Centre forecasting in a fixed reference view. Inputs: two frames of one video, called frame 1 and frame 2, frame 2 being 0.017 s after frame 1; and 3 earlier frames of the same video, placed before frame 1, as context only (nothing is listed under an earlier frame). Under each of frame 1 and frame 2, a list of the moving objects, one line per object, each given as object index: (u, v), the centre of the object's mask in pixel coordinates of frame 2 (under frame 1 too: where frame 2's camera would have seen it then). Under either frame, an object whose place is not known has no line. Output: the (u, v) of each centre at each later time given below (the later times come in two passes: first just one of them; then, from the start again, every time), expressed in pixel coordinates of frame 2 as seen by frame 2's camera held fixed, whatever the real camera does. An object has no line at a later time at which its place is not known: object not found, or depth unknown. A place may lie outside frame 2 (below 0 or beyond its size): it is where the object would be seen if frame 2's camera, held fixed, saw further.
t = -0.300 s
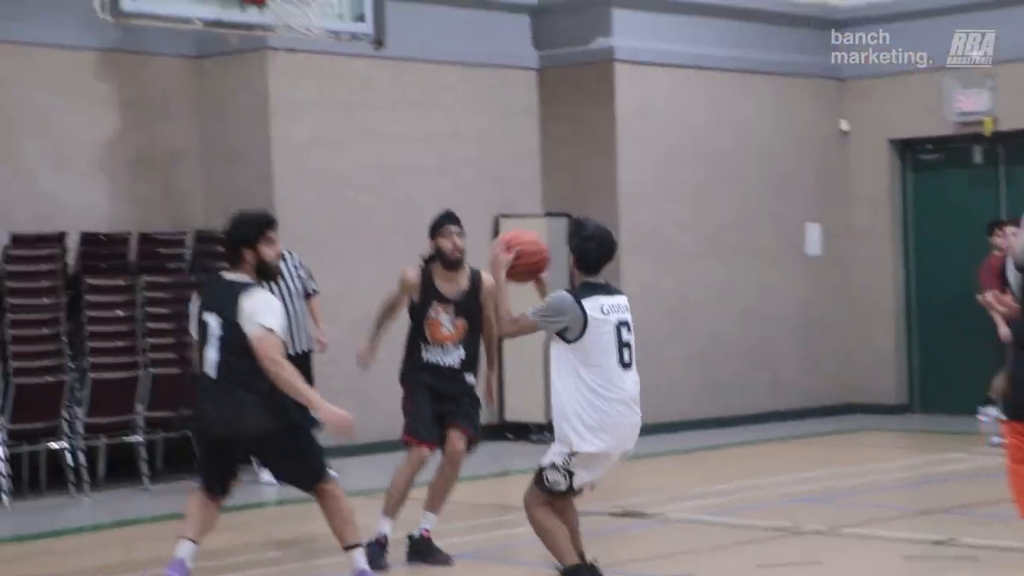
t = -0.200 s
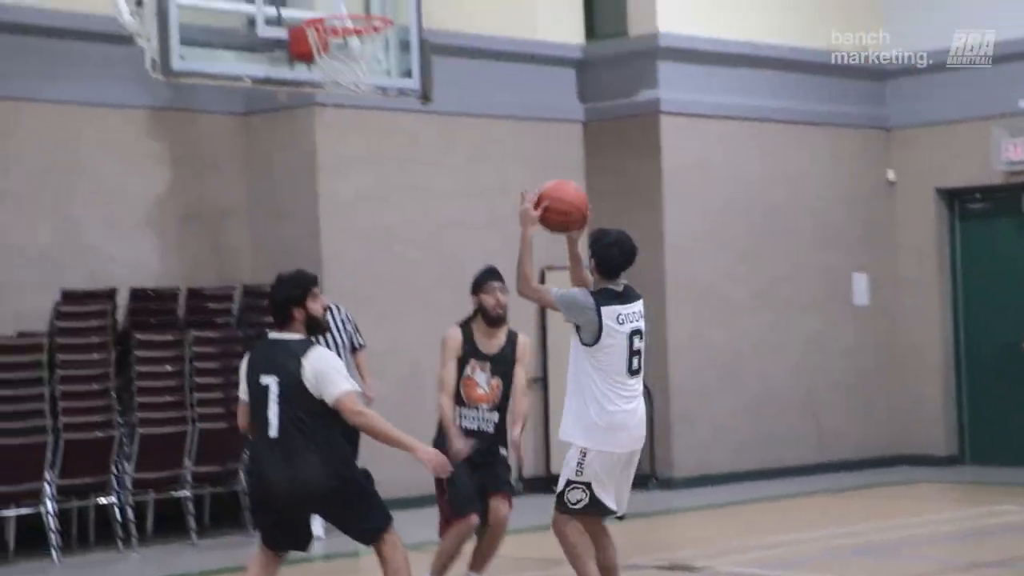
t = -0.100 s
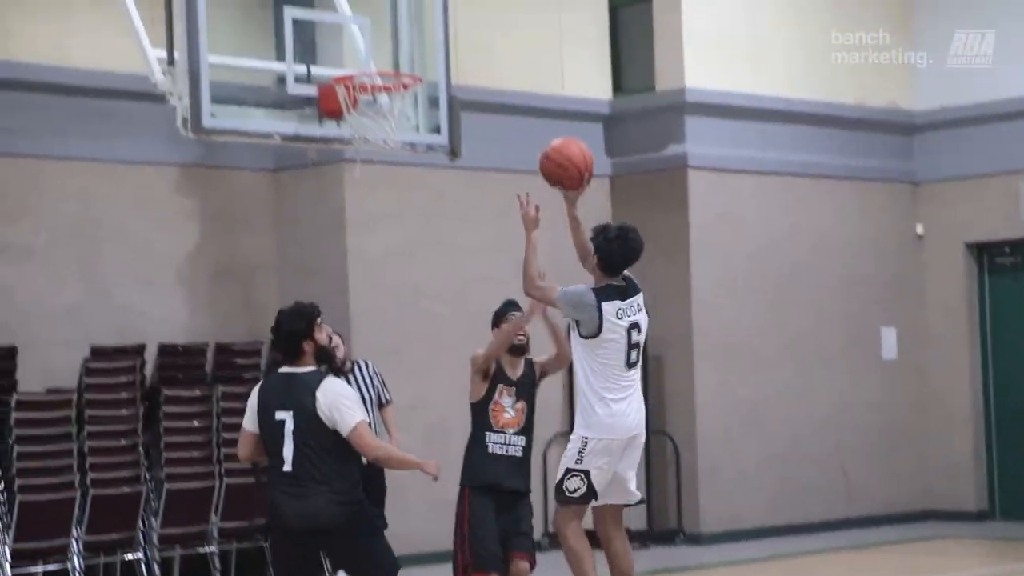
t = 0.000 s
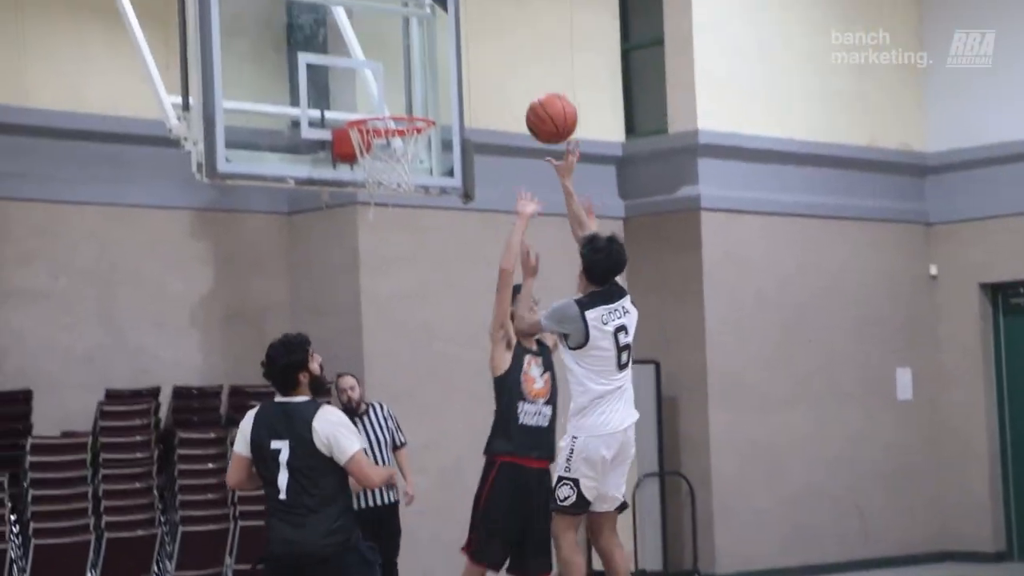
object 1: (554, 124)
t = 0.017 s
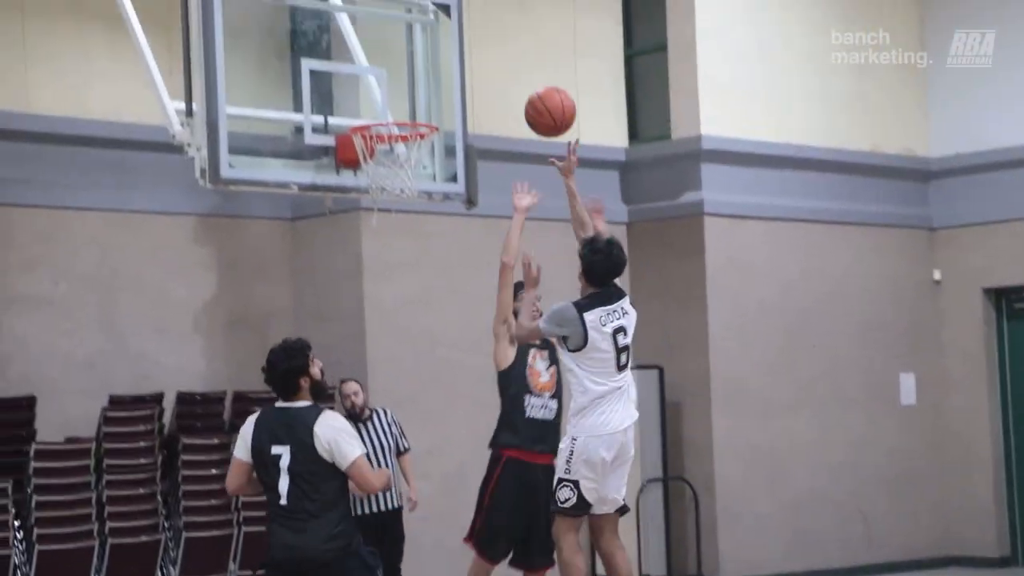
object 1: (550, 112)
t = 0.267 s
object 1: (489, 8)
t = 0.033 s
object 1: (546, 100)
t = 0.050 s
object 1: (541, 89)
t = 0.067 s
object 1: (537, 80)
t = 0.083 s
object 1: (533, 70)
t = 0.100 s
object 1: (528, 62)
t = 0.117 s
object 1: (524, 53)
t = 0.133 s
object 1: (520, 46)
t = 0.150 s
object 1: (515, 40)
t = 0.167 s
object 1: (511, 33)
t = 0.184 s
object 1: (507, 28)
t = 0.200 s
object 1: (503, 23)
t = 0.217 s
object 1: (500, 18)
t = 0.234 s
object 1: (496, 14)
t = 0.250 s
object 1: (493, 11)
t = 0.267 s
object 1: (489, 8)
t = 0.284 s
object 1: (485, 7)
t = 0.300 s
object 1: (482, 6)
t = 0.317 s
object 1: (479, 4)
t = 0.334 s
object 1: (476, 4)
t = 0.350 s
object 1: (474, 3)
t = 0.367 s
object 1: (471, 4)
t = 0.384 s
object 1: (468, 5)
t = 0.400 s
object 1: (464, 7)
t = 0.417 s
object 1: (462, 9)
